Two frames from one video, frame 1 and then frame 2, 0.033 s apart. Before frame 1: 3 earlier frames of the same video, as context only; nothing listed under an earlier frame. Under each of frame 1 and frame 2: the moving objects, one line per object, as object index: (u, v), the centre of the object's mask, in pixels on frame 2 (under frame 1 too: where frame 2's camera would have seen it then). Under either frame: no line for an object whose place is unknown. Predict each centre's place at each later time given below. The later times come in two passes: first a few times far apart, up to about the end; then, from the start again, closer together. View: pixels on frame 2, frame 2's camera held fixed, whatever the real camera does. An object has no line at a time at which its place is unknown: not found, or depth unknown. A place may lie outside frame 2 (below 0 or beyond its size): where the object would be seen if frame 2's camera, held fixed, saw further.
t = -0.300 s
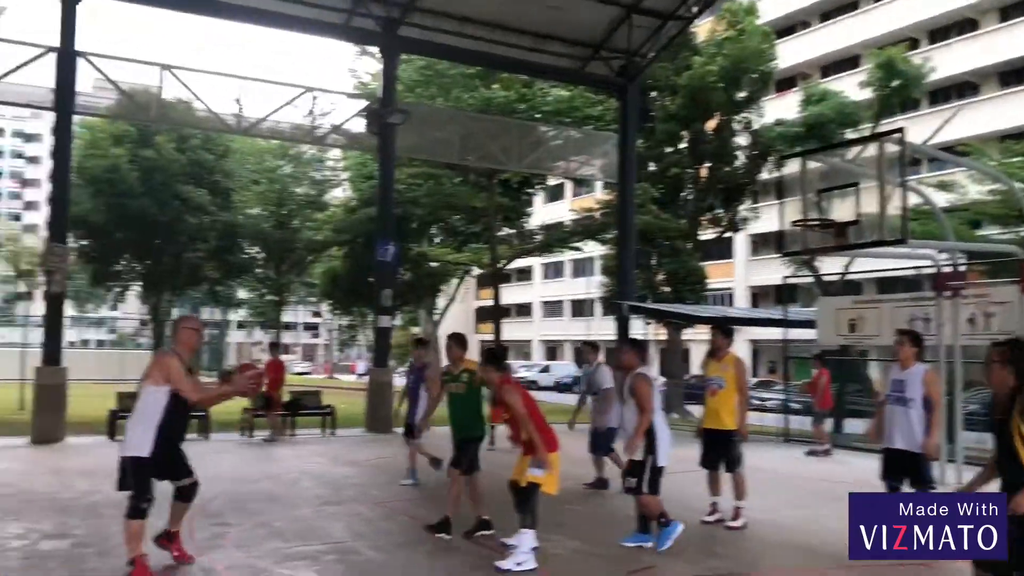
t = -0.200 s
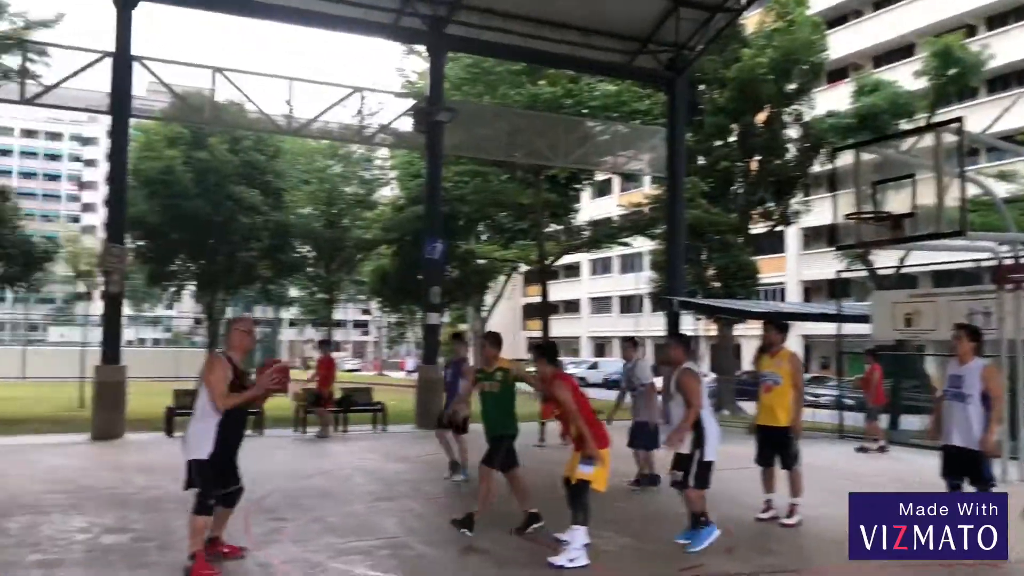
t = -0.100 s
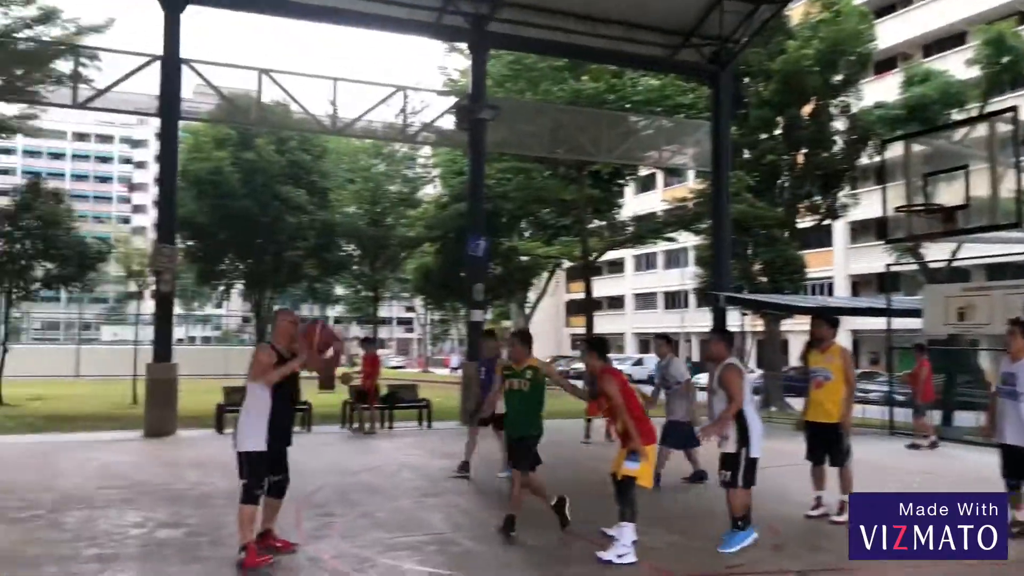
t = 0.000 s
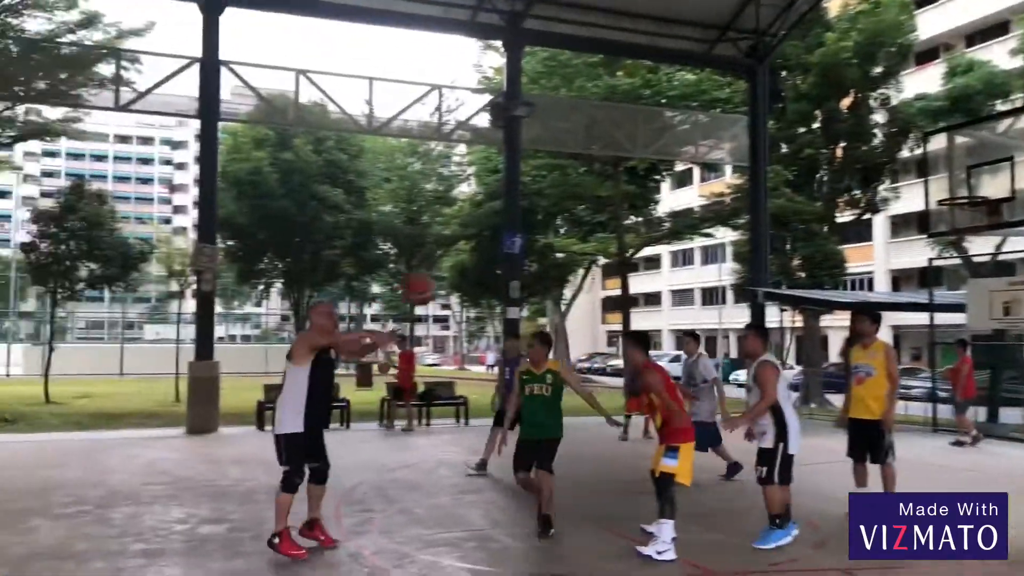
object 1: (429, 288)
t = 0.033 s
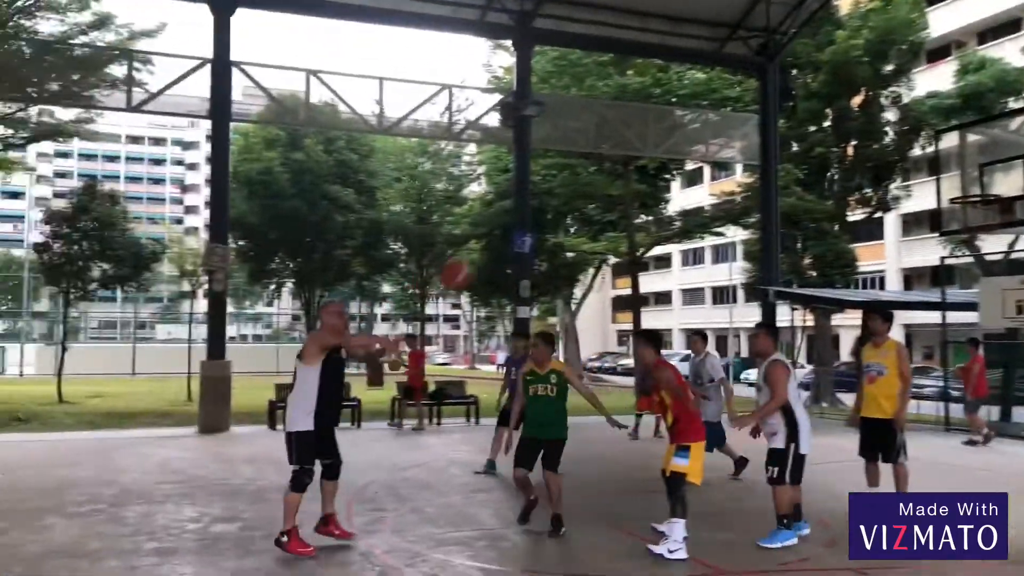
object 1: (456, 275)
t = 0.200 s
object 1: (610, 233)
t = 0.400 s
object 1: (827, 232)
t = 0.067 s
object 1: (486, 265)
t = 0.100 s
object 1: (513, 255)
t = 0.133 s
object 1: (546, 245)
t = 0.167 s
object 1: (576, 239)
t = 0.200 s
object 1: (610, 233)
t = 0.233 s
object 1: (642, 227)
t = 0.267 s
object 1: (678, 224)
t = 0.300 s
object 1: (712, 224)
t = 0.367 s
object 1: (788, 227)
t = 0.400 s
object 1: (827, 232)
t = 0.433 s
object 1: (867, 239)
